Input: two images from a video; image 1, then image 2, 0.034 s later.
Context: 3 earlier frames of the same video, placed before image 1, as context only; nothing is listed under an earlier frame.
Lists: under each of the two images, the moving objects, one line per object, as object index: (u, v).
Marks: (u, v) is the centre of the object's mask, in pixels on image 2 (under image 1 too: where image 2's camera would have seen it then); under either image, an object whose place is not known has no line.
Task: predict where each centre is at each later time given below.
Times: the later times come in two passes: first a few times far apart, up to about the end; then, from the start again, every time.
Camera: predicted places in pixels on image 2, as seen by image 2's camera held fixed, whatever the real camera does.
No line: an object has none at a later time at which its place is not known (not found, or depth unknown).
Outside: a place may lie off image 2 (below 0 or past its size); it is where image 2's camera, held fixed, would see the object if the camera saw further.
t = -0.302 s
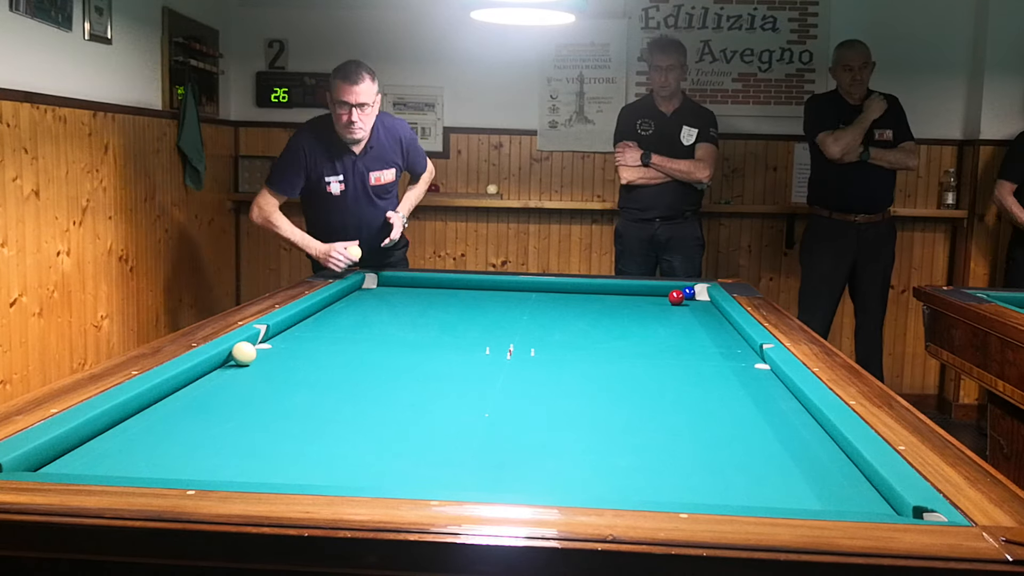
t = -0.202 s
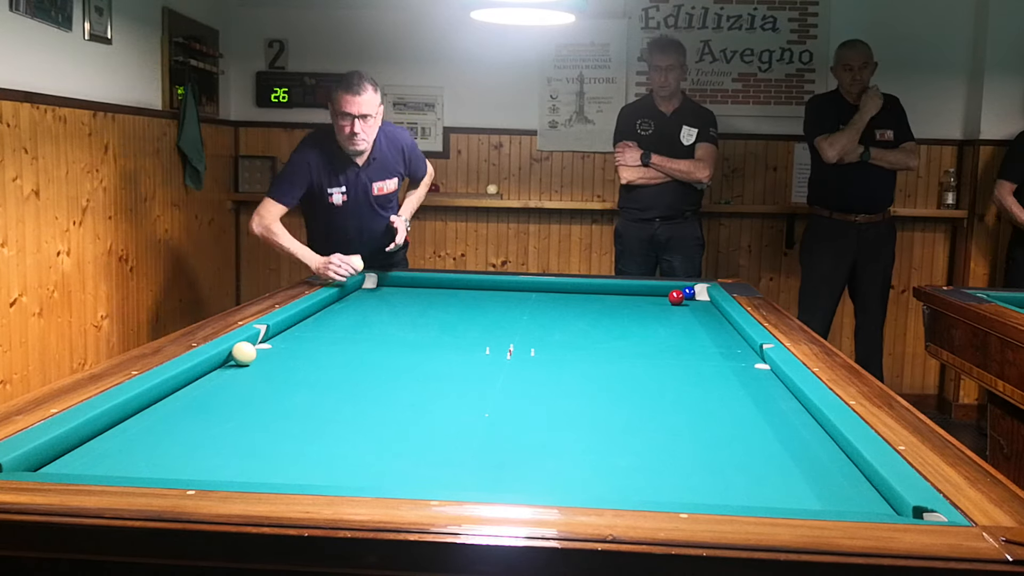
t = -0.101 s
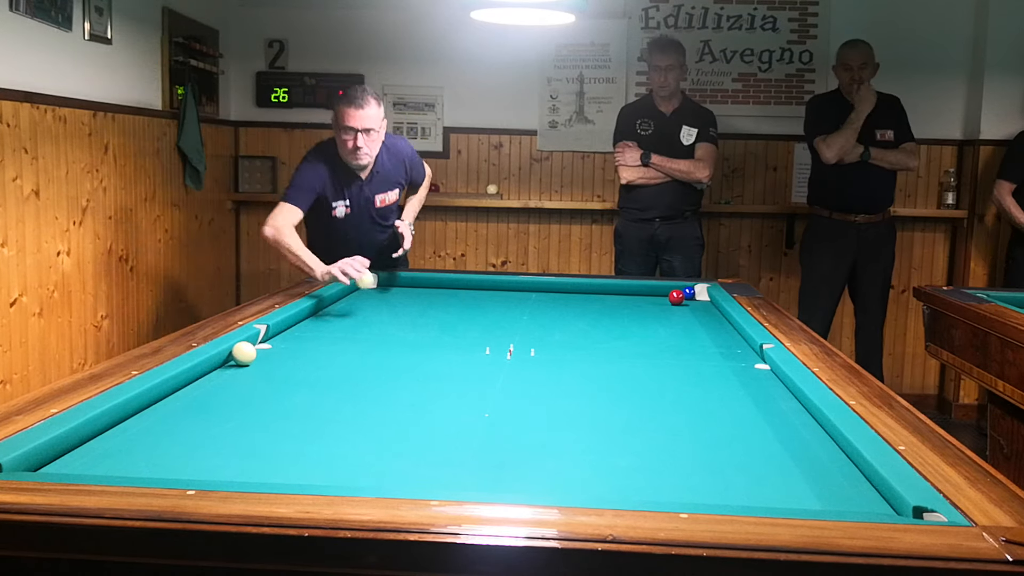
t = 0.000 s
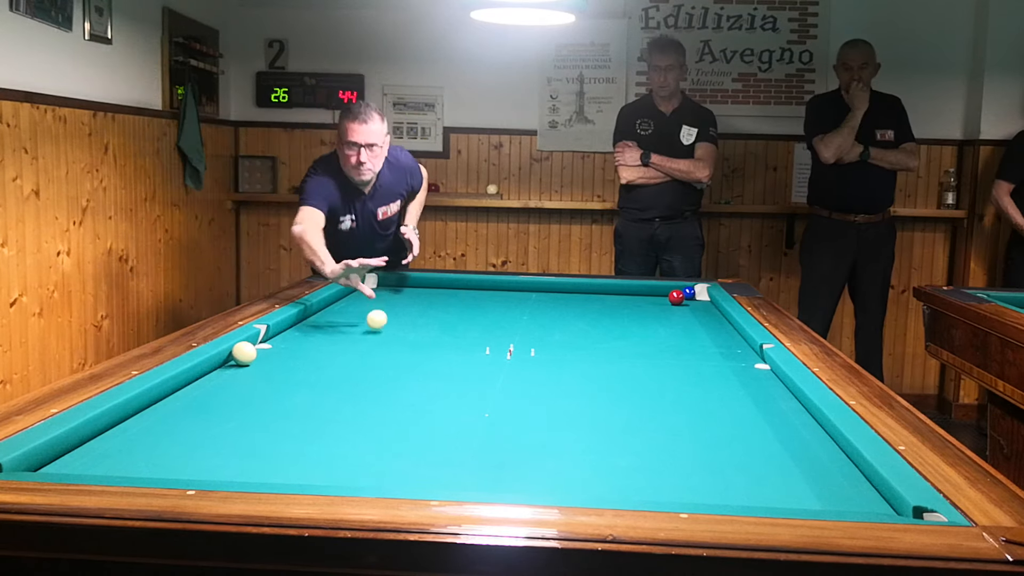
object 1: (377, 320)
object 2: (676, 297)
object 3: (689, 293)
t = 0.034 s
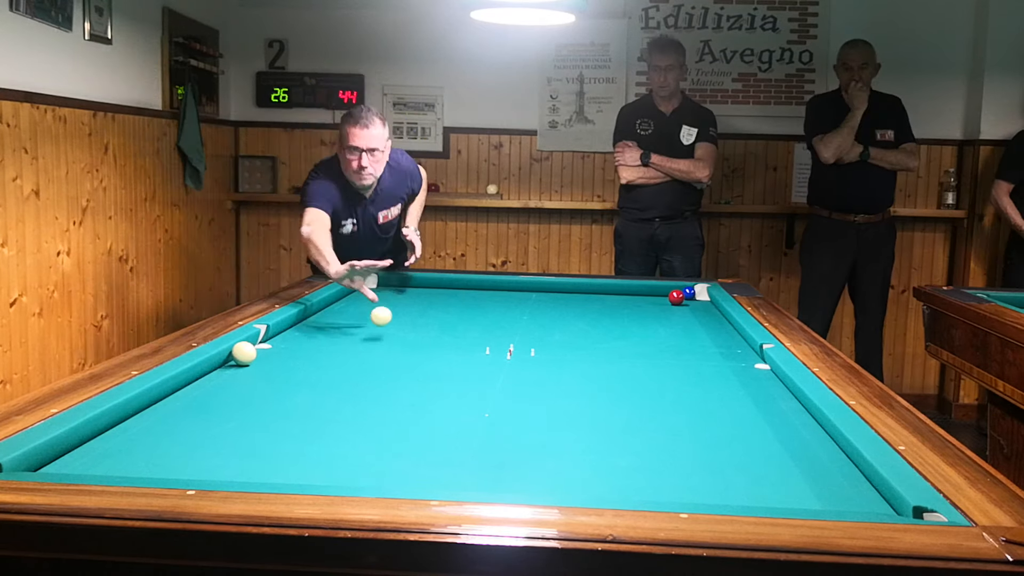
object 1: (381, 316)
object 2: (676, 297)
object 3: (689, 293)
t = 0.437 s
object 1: (466, 434)
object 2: (676, 297)
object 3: (689, 294)
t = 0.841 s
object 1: (605, 425)
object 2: (676, 297)
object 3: (689, 294)
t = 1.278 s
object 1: (671, 360)
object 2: (676, 297)
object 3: (689, 293)
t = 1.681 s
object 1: (708, 324)
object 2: (676, 297)
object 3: (689, 293)
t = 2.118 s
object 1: (693, 299)
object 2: (669, 296)
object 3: (687, 291)
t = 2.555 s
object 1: (688, 296)
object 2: (606, 290)
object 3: (677, 292)
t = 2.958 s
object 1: (683, 299)
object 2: (566, 292)
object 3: (669, 293)
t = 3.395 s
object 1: (677, 302)
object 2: (523, 294)
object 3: (661, 294)
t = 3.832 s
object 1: (671, 305)
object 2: (479, 297)
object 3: (653, 294)
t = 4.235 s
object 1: (666, 307)
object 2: (440, 298)
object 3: (649, 295)
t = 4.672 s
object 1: (661, 310)
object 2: (397, 301)
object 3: (645, 295)
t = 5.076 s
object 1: (658, 312)
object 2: (358, 303)
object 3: (643, 295)
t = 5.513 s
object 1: (654, 314)
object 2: (333, 306)
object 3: (642, 295)
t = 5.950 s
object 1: (652, 316)
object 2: (347, 310)
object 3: (642, 295)
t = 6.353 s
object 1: (650, 317)
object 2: (359, 313)
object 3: (642, 295)
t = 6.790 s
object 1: (648, 318)
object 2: (370, 316)
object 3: (642, 295)
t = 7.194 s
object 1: (647, 319)
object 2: (379, 318)
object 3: (642, 295)
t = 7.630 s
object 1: (648, 319)
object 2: (389, 320)
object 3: (642, 295)
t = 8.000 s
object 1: (648, 320)
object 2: (396, 322)
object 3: (642, 295)
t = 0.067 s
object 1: (386, 316)
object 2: (676, 297)
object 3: (689, 293)
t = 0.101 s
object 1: (391, 320)
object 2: (676, 297)
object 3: (689, 293)
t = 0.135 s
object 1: (396, 328)
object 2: (676, 297)
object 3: (689, 293)
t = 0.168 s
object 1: (402, 342)
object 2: (676, 297)
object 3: (689, 293)
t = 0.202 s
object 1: (408, 361)
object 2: (676, 297)
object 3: (689, 293)
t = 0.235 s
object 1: (415, 363)
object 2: (676, 297)
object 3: (689, 294)
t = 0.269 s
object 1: (422, 368)
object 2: (676, 297)
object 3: (689, 294)
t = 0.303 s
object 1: (429, 378)
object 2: (676, 297)
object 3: (689, 293)
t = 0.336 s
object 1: (438, 397)
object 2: (676, 297)
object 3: (689, 293)
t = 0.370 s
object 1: (447, 406)
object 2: (676, 297)
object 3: (689, 293)
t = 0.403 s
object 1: (456, 416)
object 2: (676, 297)
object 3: (689, 294)
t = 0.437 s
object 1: (466, 434)
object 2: (676, 297)
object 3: (689, 294)
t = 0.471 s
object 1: (478, 448)
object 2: (676, 297)
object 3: (689, 294)
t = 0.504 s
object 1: (491, 466)
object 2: (676, 297)
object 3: (689, 294)
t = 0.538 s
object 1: (504, 478)
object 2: (676, 297)
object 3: (689, 294)
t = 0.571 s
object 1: (519, 488)
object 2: (676, 297)
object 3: (689, 294)
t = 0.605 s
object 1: (536, 484)
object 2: (676, 297)
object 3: (689, 294)
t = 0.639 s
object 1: (548, 479)
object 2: (676, 297)
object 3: (689, 294)
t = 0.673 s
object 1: (559, 470)
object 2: (676, 297)
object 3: (689, 294)
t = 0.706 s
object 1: (570, 460)
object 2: (676, 297)
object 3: (689, 294)
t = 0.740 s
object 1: (580, 450)
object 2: (676, 297)
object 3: (689, 294)
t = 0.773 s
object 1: (589, 441)
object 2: (676, 297)
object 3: (689, 293)
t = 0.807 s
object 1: (597, 433)
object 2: (676, 297)
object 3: (689, 294)
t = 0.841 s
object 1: (605, 425)
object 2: (676, 297)
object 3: (689, 294)
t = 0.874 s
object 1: (612, 418)
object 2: (676, 297)
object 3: (689, 294)
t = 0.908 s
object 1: (618, 412)
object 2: (676, 297)
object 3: (689, 294)
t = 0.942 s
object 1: (624, 406)
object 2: (676, 297)
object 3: (689, 294)
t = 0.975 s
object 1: (630, 400)
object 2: (676, 297)
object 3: (689, 294)
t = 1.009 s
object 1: (636, 395)
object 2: (676, 297)
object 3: (689, 294)
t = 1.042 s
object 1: (641, 390)
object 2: (676, 297)
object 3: (689, 294)
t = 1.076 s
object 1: (646, 385)
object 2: (676, 297)
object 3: (689, 294)
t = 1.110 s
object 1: (651, 380)
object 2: (676, 297)
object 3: (689, 293)
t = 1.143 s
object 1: (655, 376)
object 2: (676, 297)
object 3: (689, 293)
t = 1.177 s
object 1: (659, 372)
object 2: (676, 297)
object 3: (689, 293)
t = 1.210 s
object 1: (664, 367)
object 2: (676, 297)
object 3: (689, 293)
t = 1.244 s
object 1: (668, 364)
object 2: (676, 297)
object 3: (689, 293)
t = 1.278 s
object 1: (671, 360)
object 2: (676, 297)
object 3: (689, 293)
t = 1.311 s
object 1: (675, 356)
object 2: (676, 297)
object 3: (689, 293)
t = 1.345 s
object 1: (679, 353)
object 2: (676, 297)
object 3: (689, 293)
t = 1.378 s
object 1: (682, 349)
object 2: (676, 297)
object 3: (689, 293)
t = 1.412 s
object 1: (686, 346)
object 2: (676, 297)
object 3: (689, 293)
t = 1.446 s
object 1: (689, 343)
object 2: (676, 297)
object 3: (689, 293)
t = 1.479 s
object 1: (692, 340)
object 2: (676, 297)
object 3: (689, 293)
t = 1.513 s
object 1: (695, 337)
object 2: (676, 297)
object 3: (689, 293)
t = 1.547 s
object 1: (698, 335)
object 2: (676, 297)
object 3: (689, 293)
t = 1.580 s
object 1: (700, 332)
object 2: (676, 297)
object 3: (689, 293)
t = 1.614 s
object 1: (703, 329)
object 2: (676, 297)
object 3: (689, 293)
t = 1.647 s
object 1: (706, 327)
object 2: (676, 297)
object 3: (689, 293)
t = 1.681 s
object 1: (708, 324)
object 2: (676, 297)
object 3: (689, 293)
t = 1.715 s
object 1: (710, 322)
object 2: (676, 297)
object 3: (689, 293)
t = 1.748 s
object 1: (713, 319)
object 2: (676, 297)
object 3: (689, 293)
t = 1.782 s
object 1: (715, 317)
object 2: (676, 297)
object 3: (689, 293)
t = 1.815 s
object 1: (717, 315)
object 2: (676, 297)
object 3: (689, 293)
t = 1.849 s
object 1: (714, 313)
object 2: (676, 297)
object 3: (689, 293)
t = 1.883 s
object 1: (709, 310)
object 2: (676, 297)
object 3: (689, 293)
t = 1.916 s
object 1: (705, 309)
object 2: (676, 297)
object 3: (689, 293)
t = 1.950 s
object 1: (701, 307)
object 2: (676, 297)
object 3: (689, 293)
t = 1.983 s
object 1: (698, 305)
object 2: (676, 297)
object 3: (689, 293)
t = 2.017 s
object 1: (694, 303)
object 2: (676, 297)
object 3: (688, 292)
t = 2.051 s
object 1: (692, 301)
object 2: (676, 297)
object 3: (688, 290)
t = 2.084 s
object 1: (690, 299)
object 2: (675, 297)
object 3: (688, 289)
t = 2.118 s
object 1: (693, 299)
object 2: (669, 296)
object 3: (687, 291)
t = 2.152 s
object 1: (697, 298)
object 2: (661, 295)
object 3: (687, 293)
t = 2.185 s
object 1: (702, 298)
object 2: (655, 294)
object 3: (688, 293)
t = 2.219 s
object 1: (701, 297)
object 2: (649, 293)
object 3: (688, 293)
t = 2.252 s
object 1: (697, 295)
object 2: (643, 293)
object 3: (686, 293)
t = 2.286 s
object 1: (693, 294)
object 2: (639, 292)
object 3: (685, 292)
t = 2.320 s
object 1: (691, 294)
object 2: (633, 291)
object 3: (683, 292)
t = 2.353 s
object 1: (690, 294)
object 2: (629, 290)
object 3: (682, 292)
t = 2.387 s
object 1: (689, 294)
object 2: (624, 290)
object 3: (681, 291)
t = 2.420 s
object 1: (689, 295)
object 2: (620, 289)
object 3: (680, 291)
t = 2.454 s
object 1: (689, 295)
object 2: (616, 289)
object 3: (679, 291)
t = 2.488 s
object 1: (689, 295)
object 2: (613, 289)
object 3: (679, 291)
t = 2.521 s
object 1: (689, 296)
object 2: (610, 290)
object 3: (678, 291)
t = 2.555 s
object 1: (688, 296)
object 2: (606, 290)
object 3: (677, 292)
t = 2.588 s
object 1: (688, 296)
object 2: (603, 290)
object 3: (677, 292)
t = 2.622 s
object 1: (687, 297)
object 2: (600, 290)
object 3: (676, 292)
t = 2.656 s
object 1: (687, 297)
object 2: (597, 290)
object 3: (675, 292)
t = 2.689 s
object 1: (686, 297)
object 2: (593, 290)
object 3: (675, 292)
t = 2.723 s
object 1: (686, 297)
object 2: (590, 291)
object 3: (674, 292)
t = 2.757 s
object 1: (686, 298)
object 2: (587, 291)
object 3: (673, 292)
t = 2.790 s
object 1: (685, 298)
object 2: (583, 291)
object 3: (672, 292)
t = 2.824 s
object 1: (685, 298)
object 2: (580, 291)
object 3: (672, 292)
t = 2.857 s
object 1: (684, 298)
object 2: (577, 291)
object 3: (671, 293)
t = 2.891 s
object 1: (684, 299)
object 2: (573, 292)
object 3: (670, 293)
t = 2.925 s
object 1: (683, 299)
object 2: (570, 292)
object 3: (670, 293)
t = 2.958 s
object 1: (683, 299)
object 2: (566, 292)
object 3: (669, 293)
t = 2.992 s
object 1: (682, 299)
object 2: (563, 292)
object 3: (668, 293)
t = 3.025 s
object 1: (682, 300)
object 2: (560, 292)
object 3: (668, 293)
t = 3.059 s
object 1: (681, 300)
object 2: (556, 293)
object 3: (667, 293)
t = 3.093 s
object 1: (681, 300)
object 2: (553, 293)
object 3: (666, 293)
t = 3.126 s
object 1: (680, 300)
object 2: (550, 293)
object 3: (666, 293)
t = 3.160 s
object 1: (680, 300)
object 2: (546, 293)
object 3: (665, 293)
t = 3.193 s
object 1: (679, 301)
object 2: (543, 293)
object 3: (664, 293)
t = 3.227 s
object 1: (679, 301)
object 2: (540, 293)
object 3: (664, 293)
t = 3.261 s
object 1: (678, 301)
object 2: (536, 293)
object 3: (663, 293)
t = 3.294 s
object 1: (678, 301)
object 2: (533, 294)
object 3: (663, 294)
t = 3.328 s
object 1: (677, 302)
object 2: (529, 294)
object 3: (662, 294)
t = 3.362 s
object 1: (677, 302)
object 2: (526, 294)
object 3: (661, 294)
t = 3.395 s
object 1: (677, 302)
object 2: (523, 294)
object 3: (661, 294)
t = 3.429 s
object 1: (676, 302)
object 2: (520, 294)
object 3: (660, 294)
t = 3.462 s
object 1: (675, 302)
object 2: (516, 294)
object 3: (659, 294)
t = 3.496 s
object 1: (675, 303)
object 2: (513, 295)
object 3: (659, 294)
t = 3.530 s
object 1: (675, 303)
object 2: (509, 295)
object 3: (658, 294)
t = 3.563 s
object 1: (674, 303)
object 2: (506, 295)
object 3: (657, 294)
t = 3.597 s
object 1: (674, 303)
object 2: (503, 295)
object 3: (657, 294)
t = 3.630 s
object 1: (674, 303)
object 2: (500, 295)
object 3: (656, 294)
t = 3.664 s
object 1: (673, 304)
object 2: (496, 296)
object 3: (656, 294)
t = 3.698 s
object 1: (673, 304)
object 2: (493, 296)
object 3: (655, 294)
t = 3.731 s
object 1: (672, 304)
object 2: (490, 296)
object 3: (655, 294)
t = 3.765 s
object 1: (672, 304)
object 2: (486, 296)
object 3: (654, 294)
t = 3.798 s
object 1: (671, 305)
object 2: (483, 296)
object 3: (654, 294)
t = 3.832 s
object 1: (671, 305)
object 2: (479, 297)
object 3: (653, 294)
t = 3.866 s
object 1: (670, 305)
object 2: (476, 297)
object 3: (653, 294)
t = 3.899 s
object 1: (670, 305)
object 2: (473, 297)
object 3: (652, 294)
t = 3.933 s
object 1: (670, 305)
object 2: (470, 297)
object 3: (652, 294)
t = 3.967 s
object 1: (669, 306)
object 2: (466, 297)
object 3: (652, 294)
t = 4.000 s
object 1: (669, 306)
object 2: (463, 297)
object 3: (651, 294)
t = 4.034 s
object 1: (669, 306)
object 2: (460, 298)
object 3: (651, 294)
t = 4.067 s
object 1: (668, 306)
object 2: (456, 298)
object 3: (650, 294)
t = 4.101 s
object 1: (668, 306)
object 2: (453, 298)
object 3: (650, 294)
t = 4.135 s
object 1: (667, 307)
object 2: (450, 298)
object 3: (650, 295)
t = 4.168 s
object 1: (667, 307)
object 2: (447, 298)
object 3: (649, 295)
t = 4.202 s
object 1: (667, 307)
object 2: (443, 298)
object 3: (649, 295)
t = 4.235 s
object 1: (666, 307)
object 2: (440, 298)
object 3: (649, 295)
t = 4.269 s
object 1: (666, 307)
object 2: (437, 299)
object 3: (648, 295)
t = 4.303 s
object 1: (665, 308)
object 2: (434, 299)
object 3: (648, 295)
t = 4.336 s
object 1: (665, 308)
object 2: (430, 299)
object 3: (648, 295)
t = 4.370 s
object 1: (665, 308)
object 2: (427, 299)
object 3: (647, 295)
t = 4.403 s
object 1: (664, 308)
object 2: (424, 299)
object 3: (647, 295)
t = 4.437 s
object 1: (664, 308)
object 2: (420, 300)
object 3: (647, 295)
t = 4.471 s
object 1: (664, 308)
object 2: (417, 300)
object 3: (647, 295)
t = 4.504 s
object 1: (663, 309)
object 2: (414, 300)
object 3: (646, 295)
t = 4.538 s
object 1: (663, 309)
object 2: (410, 300)
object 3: (646, 295)
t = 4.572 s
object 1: (662, 309)
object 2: (407, 300)
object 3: (646, 295)
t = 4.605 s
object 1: (662, 309)
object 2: (404, 301)
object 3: (646, 295)
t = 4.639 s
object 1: (662, 309)
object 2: (401, 301)
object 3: (645, 295)
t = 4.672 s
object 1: (661, 310)
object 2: (397, 301)
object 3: (645, 295)
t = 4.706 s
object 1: (661, 310)
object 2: (394, 301)
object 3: (645, 295)
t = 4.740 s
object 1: (661, 310)
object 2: (391, 301)
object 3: (645, 295)
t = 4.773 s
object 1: (660, 310)
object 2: (387, 301)
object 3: (644, 295)
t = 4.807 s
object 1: (660, 310)
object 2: (384, 302)
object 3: (644, 295)
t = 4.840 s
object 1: (659, 311)
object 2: (381, 302)
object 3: (644, 295)
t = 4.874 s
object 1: (659, 311)
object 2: (378, 302)
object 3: (644, 295)
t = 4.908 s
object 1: (659, 311)
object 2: (374, 302)
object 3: (644, 295)
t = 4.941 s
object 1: (658, 311)
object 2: (371, 303)
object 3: (644, 295)
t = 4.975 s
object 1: (658, 311)
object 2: (368, 303)
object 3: (643, 295)
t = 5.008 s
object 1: (658, 311)
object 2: (365, 303)
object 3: (643, 295)
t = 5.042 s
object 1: (658, 312)
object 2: (361, 303)
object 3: (643, 295)
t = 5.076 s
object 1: (658, 312)
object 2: (358, 303)
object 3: (643, 295)
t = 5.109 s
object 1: (657, 312)
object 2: (355, 304)
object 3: (643, 295)
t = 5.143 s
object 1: (657, 312)
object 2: (352, 304)
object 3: (643, 295)
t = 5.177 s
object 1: (656, 312)
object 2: (349, 304)
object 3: (643, 295)
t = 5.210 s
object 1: (656, 312)
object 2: (345, 304)
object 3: (643, 295)
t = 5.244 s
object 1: (656, 313)
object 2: (342, 304)
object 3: (643, 295)
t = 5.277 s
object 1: (656, 313)
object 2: (339, 305)
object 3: (642, 295)
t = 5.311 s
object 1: (655, 313)
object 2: (335, 305)
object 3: (642, 295)
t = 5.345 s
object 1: (655, 313)
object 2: (333, 305)
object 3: (642, 295)
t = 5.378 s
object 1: (655, 313)
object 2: (329, 305)
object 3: (642, 295)
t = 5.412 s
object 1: (655, 313)
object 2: (330, 305)
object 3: (642, 295)
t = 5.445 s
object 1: (654, 313)
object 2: (331, 306)
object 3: (642, 295)
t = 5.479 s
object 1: (654, 314)
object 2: (332, 306)
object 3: (642, 295)
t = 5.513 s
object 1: (654, 314)
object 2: (333, 306)
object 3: (642, 295)
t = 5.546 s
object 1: (654, 314)
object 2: (335, 307)
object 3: (642, 295)
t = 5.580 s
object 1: (653, 314)
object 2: (336, 307)
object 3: (642, 295)
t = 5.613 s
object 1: (653, 314)
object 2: (337, 307)
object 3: (642, 295)
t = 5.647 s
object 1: (653, 314)
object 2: (338, 307)
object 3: (642, 295)
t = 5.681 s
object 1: (653, 315)
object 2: (339, 308)
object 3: (642, 295)
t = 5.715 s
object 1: (653, 315)
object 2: (340, 308)
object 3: (642, 295)
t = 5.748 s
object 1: (653, 315)
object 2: (341, 308)
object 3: (642, 295)
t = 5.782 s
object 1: (653, 315)
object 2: (342, 309)
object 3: (642, 295)
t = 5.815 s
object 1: (652, 315)
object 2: (343, 309)
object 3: (642, 295)
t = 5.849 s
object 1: (652, 315)
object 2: (344, 309)
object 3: (642, 295)
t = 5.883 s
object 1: (652, 315)
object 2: (345, 309)
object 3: (642, 295)
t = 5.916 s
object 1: (652, 315)
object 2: (346, 310)
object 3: (642, 295)
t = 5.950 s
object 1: (652, 316)
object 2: (347, 310)
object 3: (642, 295)
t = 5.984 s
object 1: (651, 316)
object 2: (348, 310)
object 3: (642, 295)
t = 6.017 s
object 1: (651, 316)
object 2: (349, 310)
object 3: (642, 295)
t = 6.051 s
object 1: (651, 316)
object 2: (350, 311)
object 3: (642, 295)
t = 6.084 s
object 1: (651, 316)
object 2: (351, 311)
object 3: (642, 295)
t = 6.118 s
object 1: (651, 316)
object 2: (352, 311)
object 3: (642, 295)
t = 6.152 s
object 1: (651, 316)
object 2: (353, 311)
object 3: (642, 295)
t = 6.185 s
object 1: (650, 316)
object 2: (354, 312)
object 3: (642, 295)
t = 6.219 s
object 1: (650, 317)
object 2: (355, 312)
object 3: (642, 295)
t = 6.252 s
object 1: (650, 317)
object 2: (356, 312)
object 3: (642, 295)
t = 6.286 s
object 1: (650, 317)
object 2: (357, 312)
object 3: (642, 295)
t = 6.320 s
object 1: (650, 317)
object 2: (358, 313)
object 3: (642, 295)
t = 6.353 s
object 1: (650, 317)
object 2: (359, 313)
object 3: (642, 295)
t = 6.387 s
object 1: (650, 317)
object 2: (359, 313)
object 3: (642, 295)
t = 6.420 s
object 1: (649, 317)
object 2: (360, 313)
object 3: (642, 295)
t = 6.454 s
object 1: (649, 317)
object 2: (361, 314)
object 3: (642, 295)
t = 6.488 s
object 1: (649, 317)
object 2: (362, 314)
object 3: (642, 295)
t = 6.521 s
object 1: (649, 318)
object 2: (363, 314)
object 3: (642, 295)
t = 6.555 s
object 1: (649, 318)
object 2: (364, 314)
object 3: (642, 295)
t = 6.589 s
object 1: (649, 318)
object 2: (365, 314)
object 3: (642, 295)
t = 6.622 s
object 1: (649, 318)
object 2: (366, 315)
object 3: (642, 295)
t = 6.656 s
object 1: (648, 318)
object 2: (367, 315)
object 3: (642, 295)
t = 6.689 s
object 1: (648, 318)
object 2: (367, 315)
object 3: (642, 295)
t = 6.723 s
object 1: (648, 318)
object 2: (368, 315)
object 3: (642, 295)
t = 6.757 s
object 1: (648, 318)
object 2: (369, 315)
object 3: (642, 295)
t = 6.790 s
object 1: (648, 318)
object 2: (370, 316)
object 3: (642, 295)
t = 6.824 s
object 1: (648, 318)
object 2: (371, 316)
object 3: (642, 295)
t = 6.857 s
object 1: (648, 318)
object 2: (371, 316)
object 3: (642, 295)
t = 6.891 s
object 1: (648, 318)
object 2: (372, 316)
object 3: (642, 295)
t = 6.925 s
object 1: (648, 318)
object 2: (373, 316)
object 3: (642, 295)
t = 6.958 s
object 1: (647, 319)
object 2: (374, 317)
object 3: (642, 295)
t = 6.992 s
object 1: (647, 319)
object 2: (375, 317)
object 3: (642, 295)
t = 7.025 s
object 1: (647, 319)
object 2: (376, 317)
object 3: (642, 295)
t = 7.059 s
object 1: (647, 319)
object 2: (377, 317)
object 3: (642, 295)
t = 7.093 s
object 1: (647, 319)
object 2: (377, 317)
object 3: (642, 295)
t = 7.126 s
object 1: (647, 319)
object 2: (378, 318)
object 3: (642, 295)
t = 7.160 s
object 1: (647, 319)
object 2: (379, 318)
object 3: (642, 295)
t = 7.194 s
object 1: (647, 319)
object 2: (379, 318)
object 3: (642, 295)
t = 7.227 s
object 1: (647, 319)
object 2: (380, 318)
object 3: (642, 295)
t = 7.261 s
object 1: (647, 319)
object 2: (381, 318)
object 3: (642, 295)
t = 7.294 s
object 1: (647, 319)
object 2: (382, 319)
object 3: (642, 295)
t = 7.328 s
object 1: (647, 319)
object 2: (382, 319)
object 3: (642, 295)
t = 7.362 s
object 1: (647, 319)
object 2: (383, 319)
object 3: (642, 295)
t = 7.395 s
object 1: (647, 319)
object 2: (384, 319)
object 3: (642, 295)
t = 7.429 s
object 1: (647, 319)
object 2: (385, 319)
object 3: (642, 295)
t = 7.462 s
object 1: (647, 319)
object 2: (386, 319)
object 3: (642, 295)
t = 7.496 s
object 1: (647, 319)
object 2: (386, 319)
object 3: (642, 295)
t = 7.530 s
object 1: (647, 319)
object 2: (387, 320)
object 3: (642, 295)
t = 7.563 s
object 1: (647, 319)
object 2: (388, 320)
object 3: (642, 295)
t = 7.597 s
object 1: (647, 319)
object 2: (388, 320)
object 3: (642, 295)
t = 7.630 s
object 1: (648, 319)
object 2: (389, 320)
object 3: (642, 295)
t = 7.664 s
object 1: (648, 319)
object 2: (389, 321)
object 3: (642, 295)
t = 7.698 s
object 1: (648, 319)
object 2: (390, 321)
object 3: (642, 295)
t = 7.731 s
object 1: (648, 320)
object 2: (391, 321)
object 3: (642, 295)
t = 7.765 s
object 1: (648, 320)
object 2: (391, 321)
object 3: (642, 295)
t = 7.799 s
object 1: (648, 320)
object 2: (392, 321)
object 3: (642, 295)
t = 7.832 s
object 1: (648, 320)
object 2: (393, 321)
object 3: (642, 295)
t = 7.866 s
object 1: (648, 320)
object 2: (393, 321)
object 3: (642, 295)
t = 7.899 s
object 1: (648, 320)
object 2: (394, 321)
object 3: (642, 295)
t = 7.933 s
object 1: (648, 320)
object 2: (394, 321)
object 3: (642, 295)
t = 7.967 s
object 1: (648, 320)
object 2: (395, 322)
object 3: (642, 295)
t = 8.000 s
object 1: (648, 320)
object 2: (396, 322)
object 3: (642, 295)
